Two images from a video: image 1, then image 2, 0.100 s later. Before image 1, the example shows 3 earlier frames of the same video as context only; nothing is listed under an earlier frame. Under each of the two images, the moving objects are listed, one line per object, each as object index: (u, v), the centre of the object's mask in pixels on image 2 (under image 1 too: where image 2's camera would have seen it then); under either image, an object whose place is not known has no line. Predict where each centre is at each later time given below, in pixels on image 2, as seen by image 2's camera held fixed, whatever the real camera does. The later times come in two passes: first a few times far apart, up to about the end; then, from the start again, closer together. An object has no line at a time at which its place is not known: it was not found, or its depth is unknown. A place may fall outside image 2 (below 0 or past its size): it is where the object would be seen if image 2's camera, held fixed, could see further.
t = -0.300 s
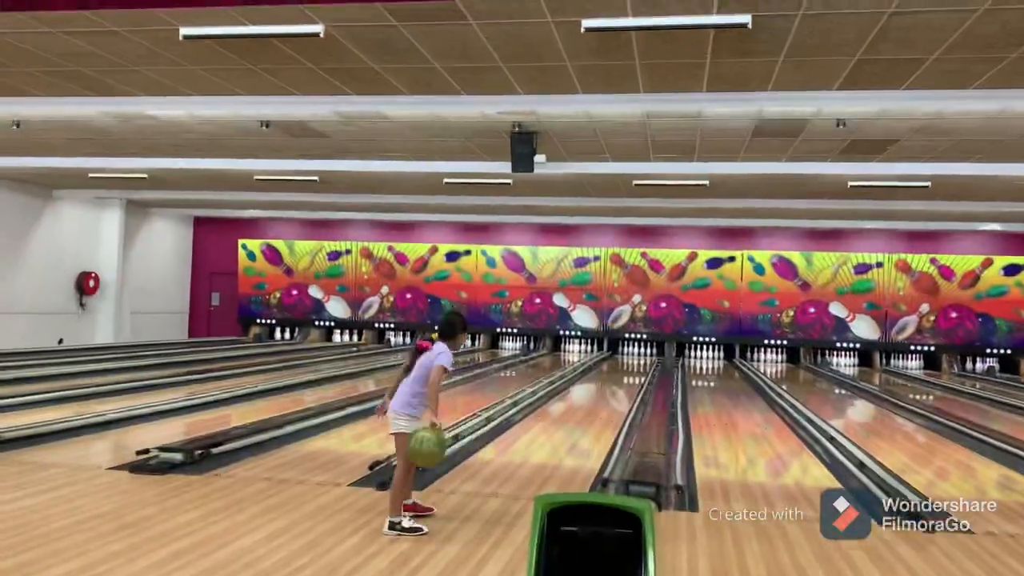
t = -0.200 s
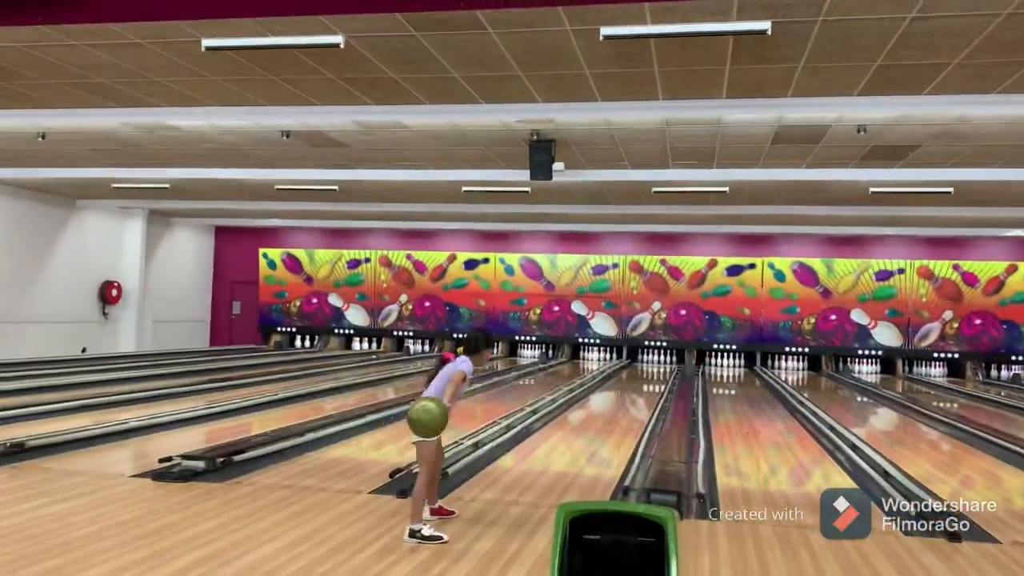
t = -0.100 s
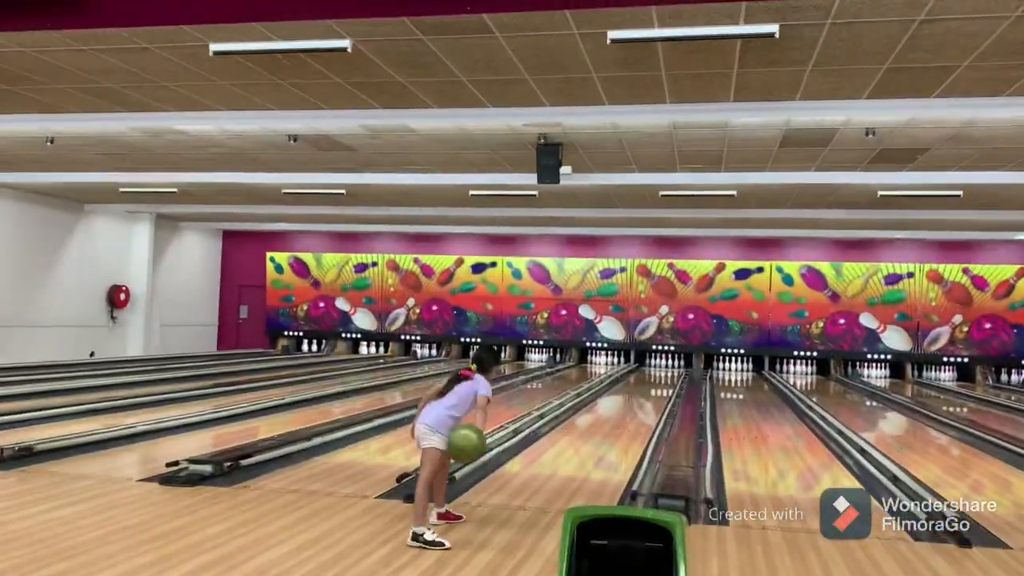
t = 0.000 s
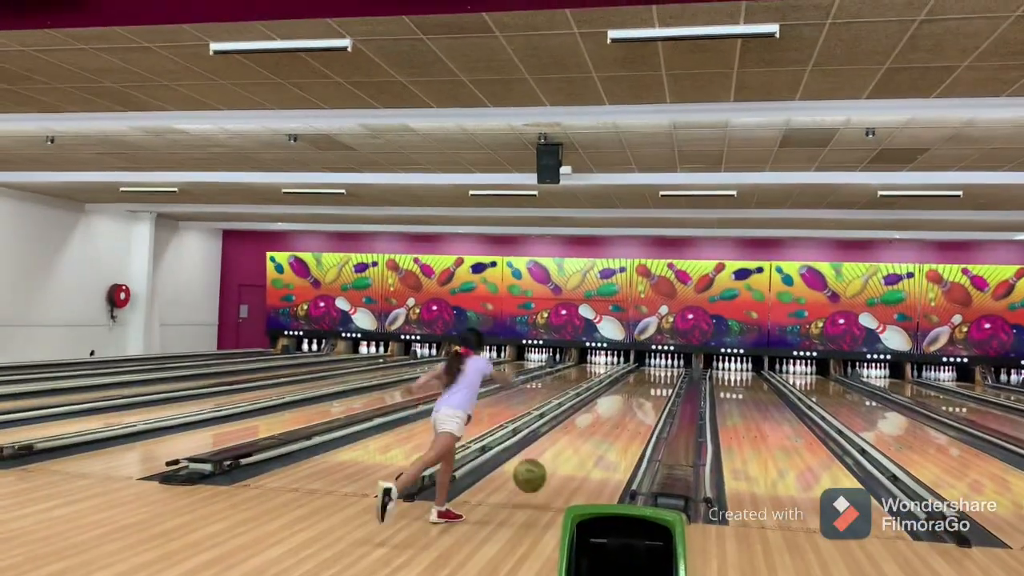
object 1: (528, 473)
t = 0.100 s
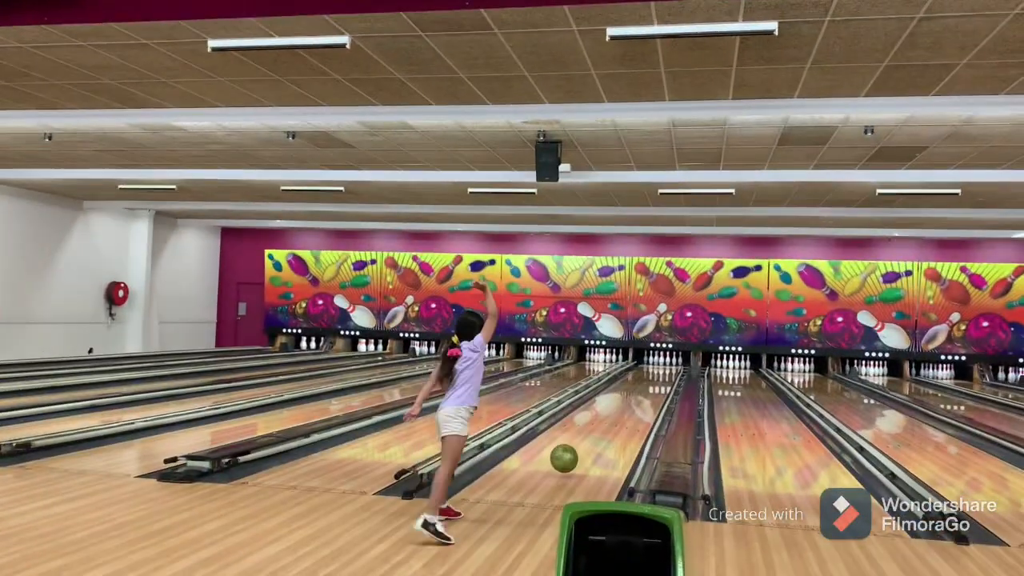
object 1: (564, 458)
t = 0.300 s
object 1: (612, 430)
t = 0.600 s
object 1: (651, 402)
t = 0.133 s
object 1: (576, 453)
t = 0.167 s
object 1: (583, 450)
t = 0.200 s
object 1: (593, 443)
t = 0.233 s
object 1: (599, 439)
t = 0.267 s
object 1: (607, 434)
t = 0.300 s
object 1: (612, 430)
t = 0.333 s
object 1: (619, 425)
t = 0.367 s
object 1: (623, 422)
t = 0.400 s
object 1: (628, 418)
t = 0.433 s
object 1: (632, 415)
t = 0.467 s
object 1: (637, 412)
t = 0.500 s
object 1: (640, 409)
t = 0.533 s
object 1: (644, 407)
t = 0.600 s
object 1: (651, 402)
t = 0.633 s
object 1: (654, 402)
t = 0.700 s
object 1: (659, 398)
